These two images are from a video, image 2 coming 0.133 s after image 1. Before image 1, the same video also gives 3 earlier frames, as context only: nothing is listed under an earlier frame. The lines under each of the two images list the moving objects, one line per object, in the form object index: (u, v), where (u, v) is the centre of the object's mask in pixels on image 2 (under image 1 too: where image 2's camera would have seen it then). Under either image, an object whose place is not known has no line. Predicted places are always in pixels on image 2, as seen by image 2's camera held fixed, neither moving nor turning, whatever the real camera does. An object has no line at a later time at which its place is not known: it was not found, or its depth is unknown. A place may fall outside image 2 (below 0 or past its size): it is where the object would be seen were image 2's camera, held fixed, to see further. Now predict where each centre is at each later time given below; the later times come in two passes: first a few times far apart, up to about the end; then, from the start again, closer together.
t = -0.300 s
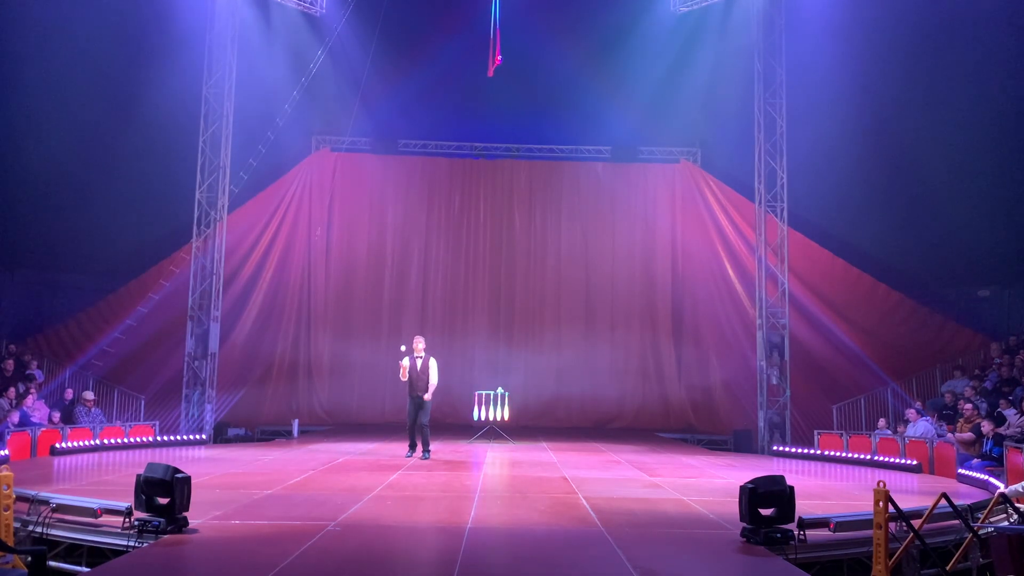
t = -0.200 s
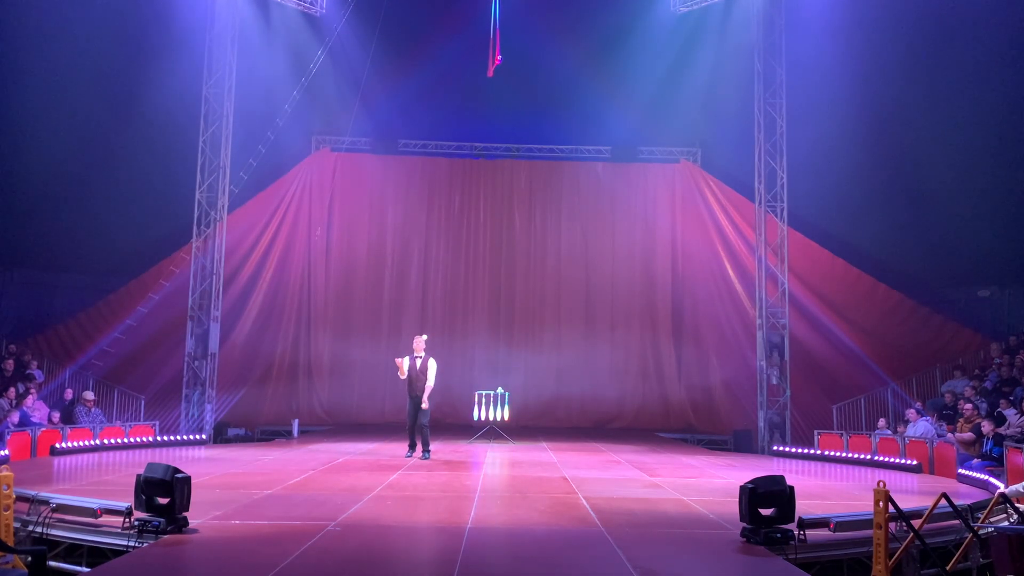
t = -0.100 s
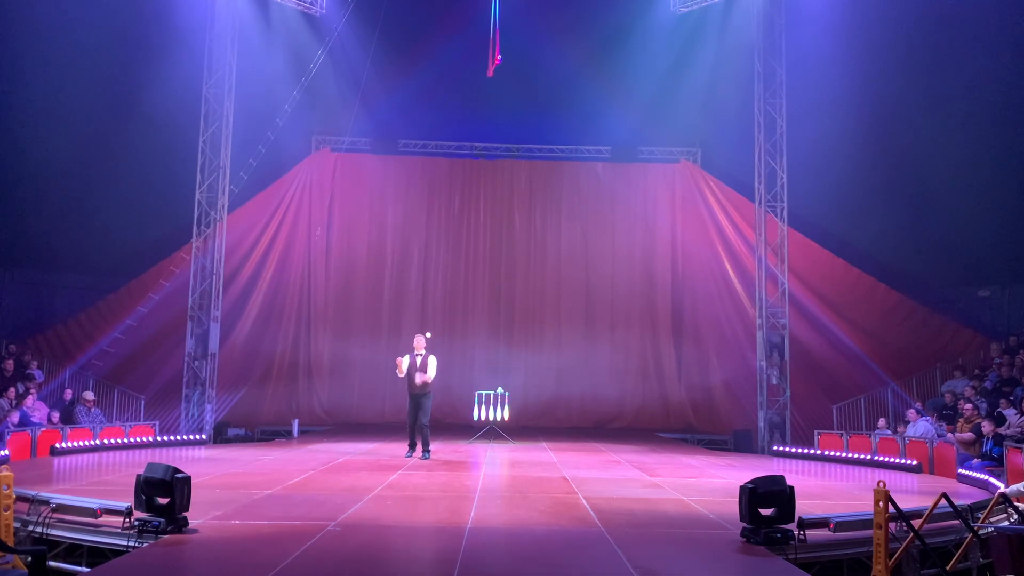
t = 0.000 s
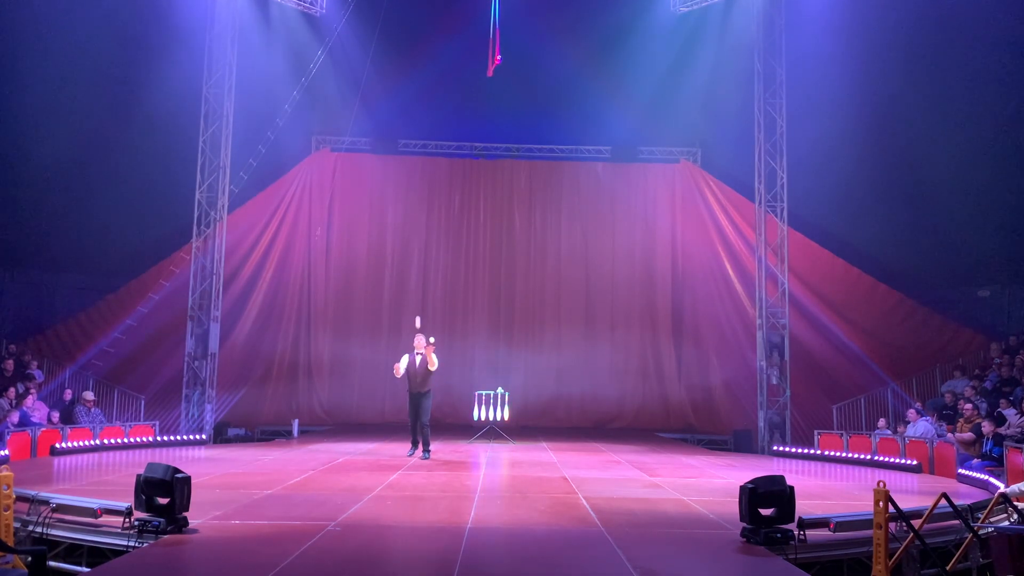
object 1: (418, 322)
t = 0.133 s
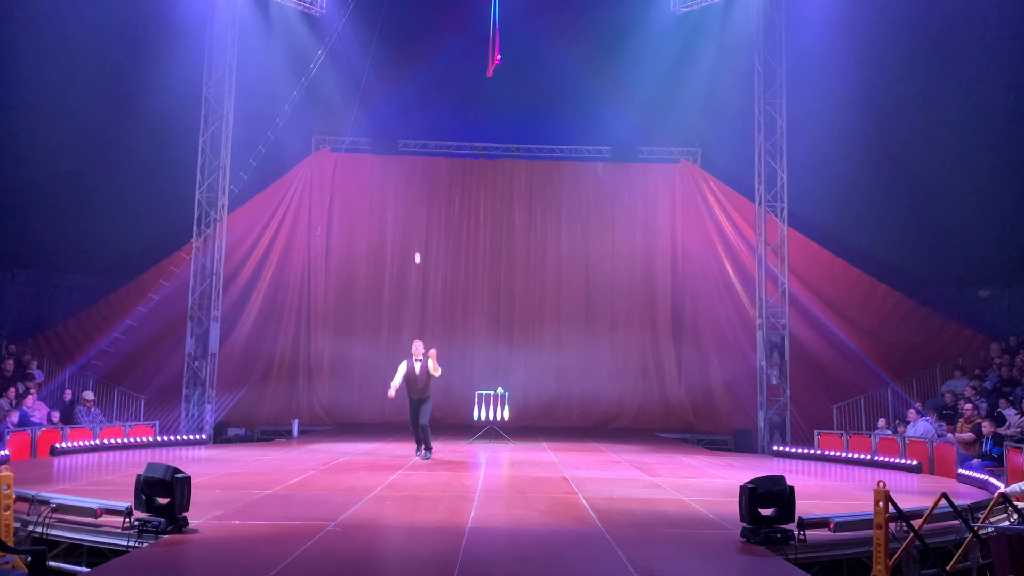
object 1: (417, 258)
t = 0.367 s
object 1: (414, 173)
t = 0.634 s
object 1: (411, 123)
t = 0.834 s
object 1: (406, 118)
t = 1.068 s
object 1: (400, 151)
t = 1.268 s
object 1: (392, 217)
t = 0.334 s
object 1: (416, 184)
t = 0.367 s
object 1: (414, 173)
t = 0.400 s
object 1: (414, 164)
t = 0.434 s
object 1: (414, 156)
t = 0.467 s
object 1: (414, 149)
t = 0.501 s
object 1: (413, 142)
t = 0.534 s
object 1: (413, 136)
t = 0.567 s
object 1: (412, 131)
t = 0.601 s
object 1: (411, 126)
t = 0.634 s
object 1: (411, 123)
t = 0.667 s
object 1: (410, 120)
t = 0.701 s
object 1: (409, 118)
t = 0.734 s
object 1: (409, 116)
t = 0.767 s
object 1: (408, 116)
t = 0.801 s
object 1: (407, 116)
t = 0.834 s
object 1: (406, 118)
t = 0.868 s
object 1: (405, 120)
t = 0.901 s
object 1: (404, 123)
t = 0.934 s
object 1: (404, 127)
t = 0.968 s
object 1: (403, 131)
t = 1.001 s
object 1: (402, 137)
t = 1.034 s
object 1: (401, 144)
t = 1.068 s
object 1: (400, 151)
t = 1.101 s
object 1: (398, 159)
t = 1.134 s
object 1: (397, 169)
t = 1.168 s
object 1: (396, 180)
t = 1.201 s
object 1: (395, 191)
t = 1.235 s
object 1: (394, 204)
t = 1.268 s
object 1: (392, 217)
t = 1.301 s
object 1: (391, 232)
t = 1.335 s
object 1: (390, 248)
